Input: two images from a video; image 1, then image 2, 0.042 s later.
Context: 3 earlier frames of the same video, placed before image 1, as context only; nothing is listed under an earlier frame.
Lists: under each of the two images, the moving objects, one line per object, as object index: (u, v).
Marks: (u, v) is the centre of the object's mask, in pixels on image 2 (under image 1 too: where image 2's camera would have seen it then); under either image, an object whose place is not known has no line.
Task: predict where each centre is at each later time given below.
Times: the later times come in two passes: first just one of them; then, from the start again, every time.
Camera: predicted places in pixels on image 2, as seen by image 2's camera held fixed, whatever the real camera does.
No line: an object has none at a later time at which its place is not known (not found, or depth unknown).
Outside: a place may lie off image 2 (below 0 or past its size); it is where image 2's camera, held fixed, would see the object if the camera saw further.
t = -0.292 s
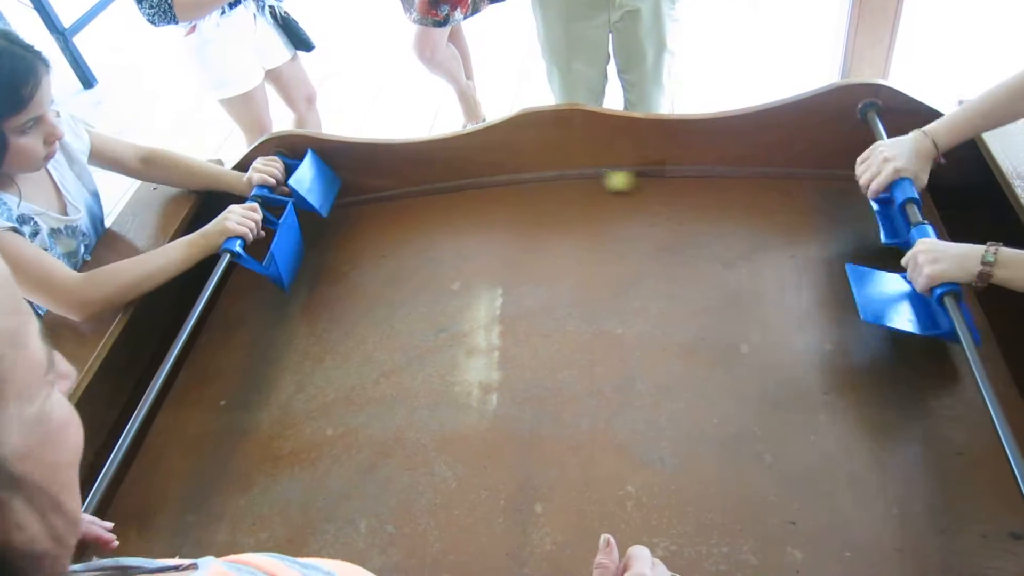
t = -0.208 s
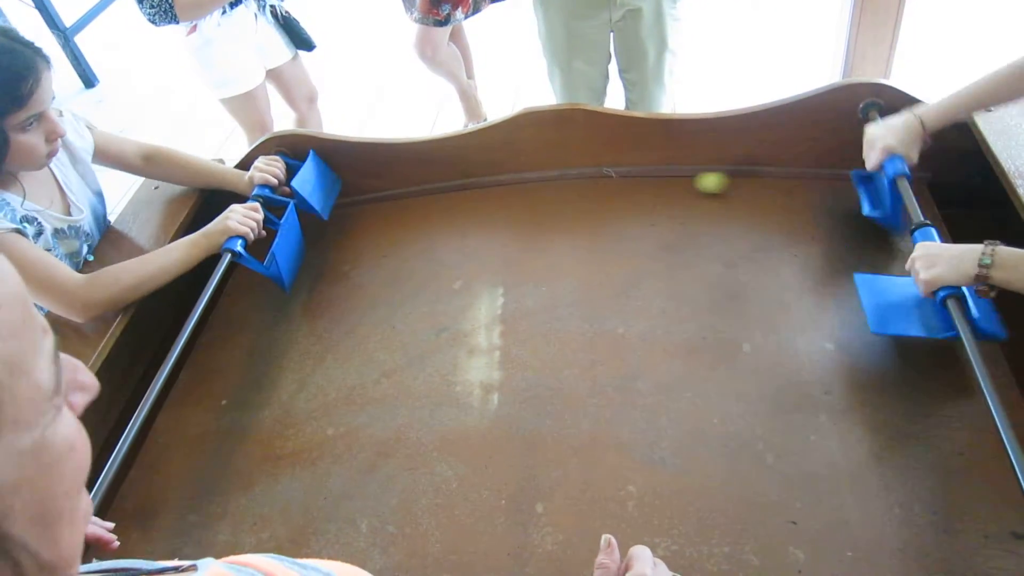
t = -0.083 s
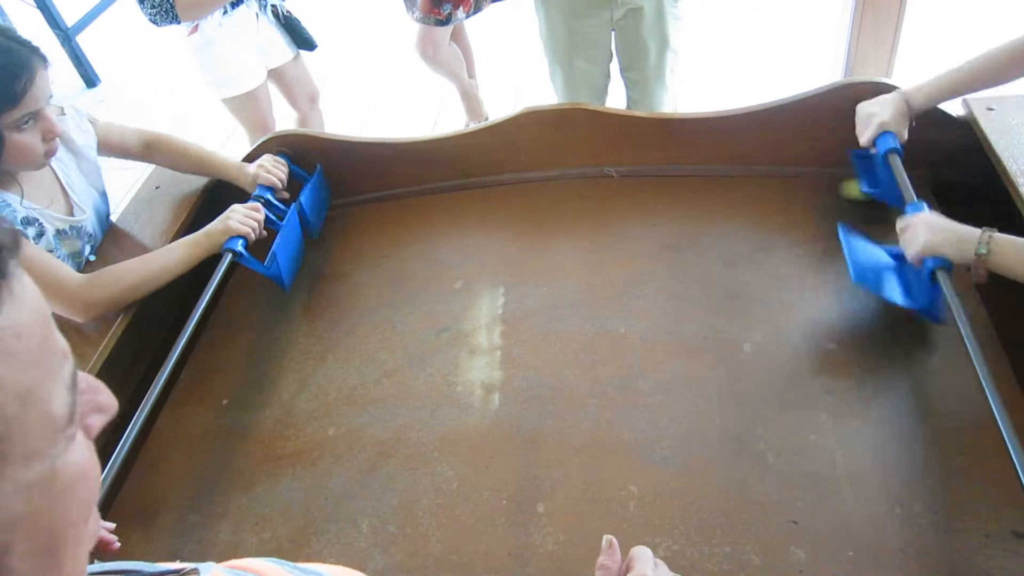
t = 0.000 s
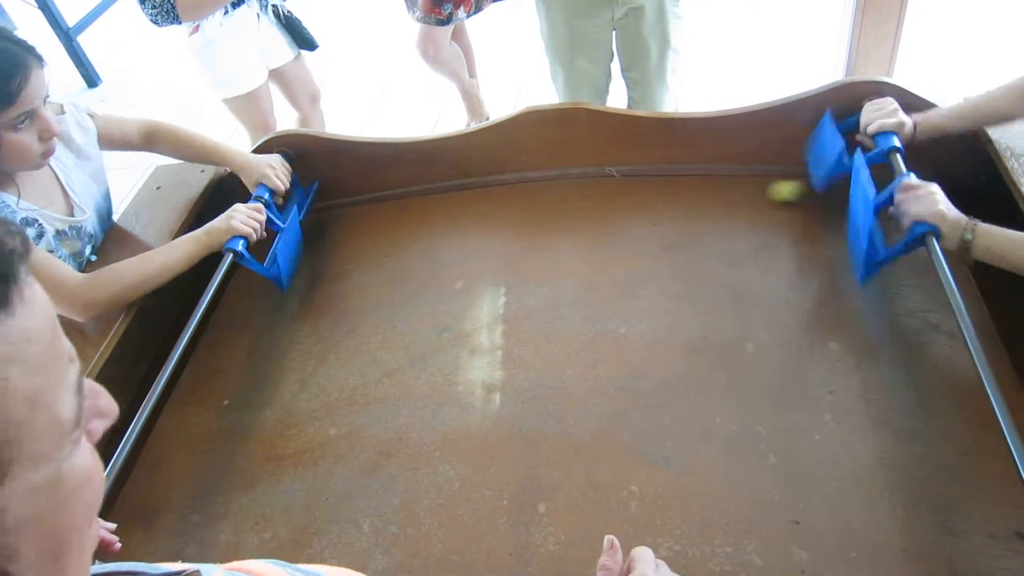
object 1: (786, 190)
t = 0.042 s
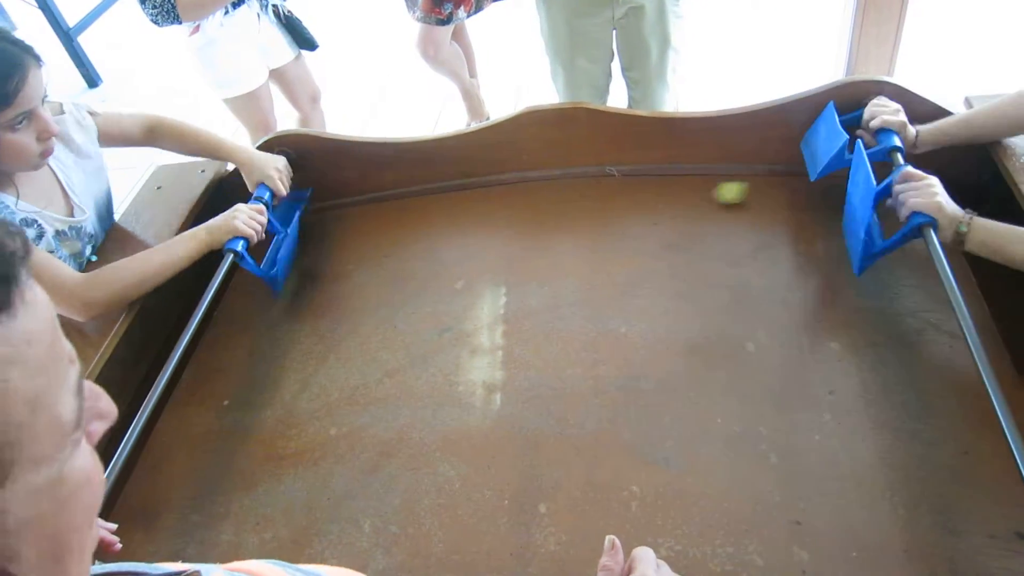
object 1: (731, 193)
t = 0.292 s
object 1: (464, 221)
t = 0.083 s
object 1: (680, 195)
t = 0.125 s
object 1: (632, 199)
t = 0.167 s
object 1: (587, 202)
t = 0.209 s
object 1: (545, 208)
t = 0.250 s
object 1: (504, 213)
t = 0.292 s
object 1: (464, 221)
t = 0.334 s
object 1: (424, 229)
